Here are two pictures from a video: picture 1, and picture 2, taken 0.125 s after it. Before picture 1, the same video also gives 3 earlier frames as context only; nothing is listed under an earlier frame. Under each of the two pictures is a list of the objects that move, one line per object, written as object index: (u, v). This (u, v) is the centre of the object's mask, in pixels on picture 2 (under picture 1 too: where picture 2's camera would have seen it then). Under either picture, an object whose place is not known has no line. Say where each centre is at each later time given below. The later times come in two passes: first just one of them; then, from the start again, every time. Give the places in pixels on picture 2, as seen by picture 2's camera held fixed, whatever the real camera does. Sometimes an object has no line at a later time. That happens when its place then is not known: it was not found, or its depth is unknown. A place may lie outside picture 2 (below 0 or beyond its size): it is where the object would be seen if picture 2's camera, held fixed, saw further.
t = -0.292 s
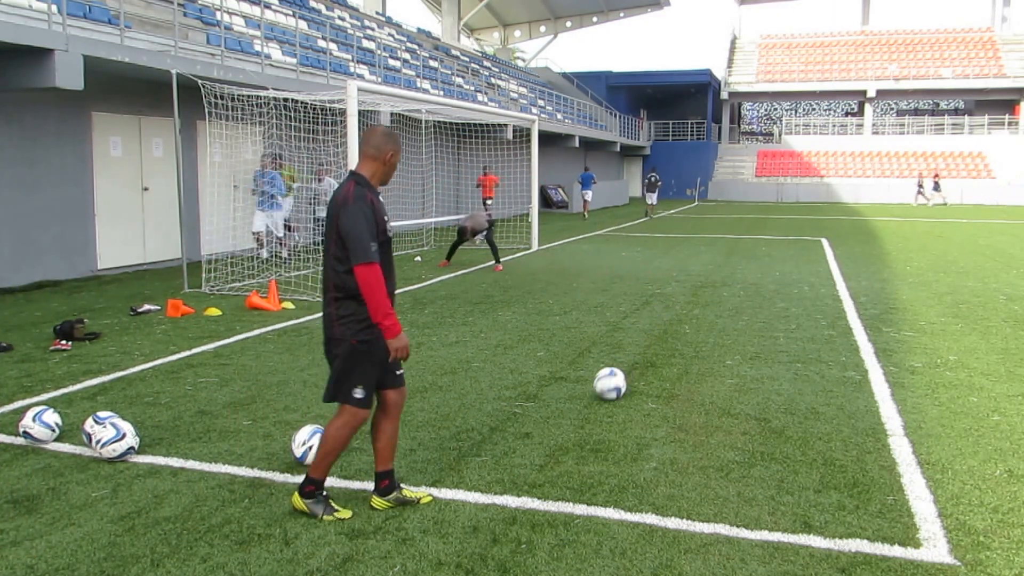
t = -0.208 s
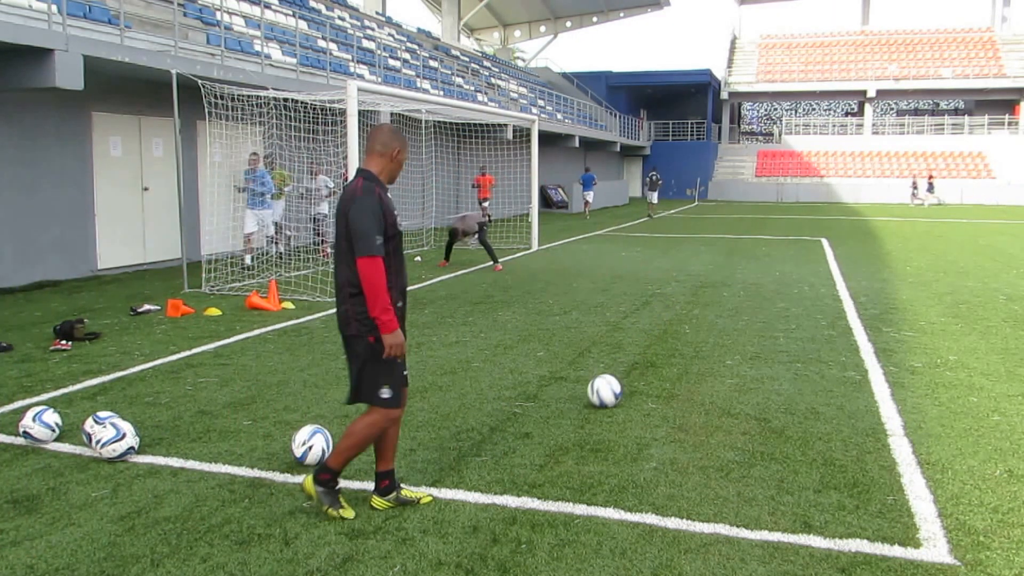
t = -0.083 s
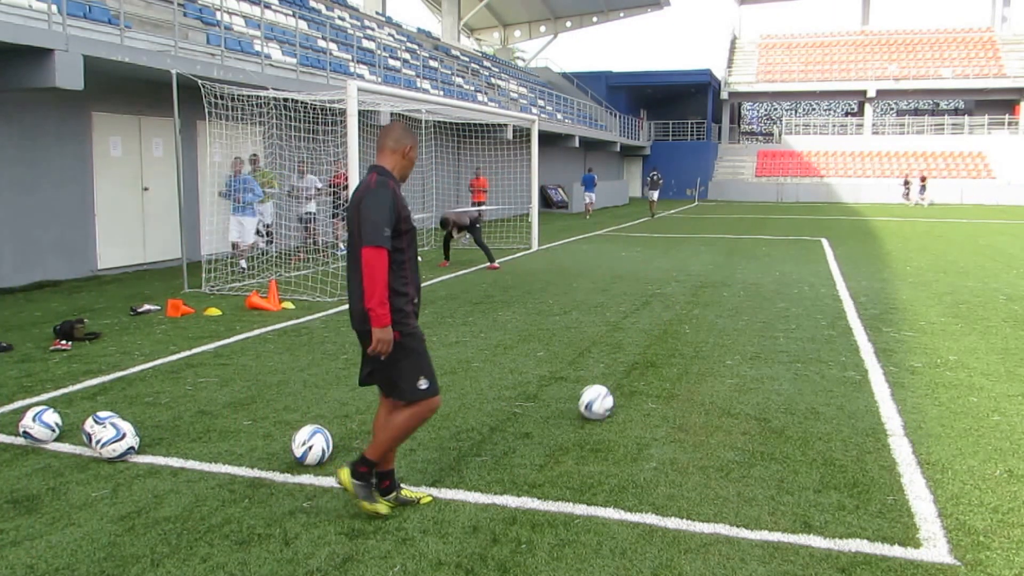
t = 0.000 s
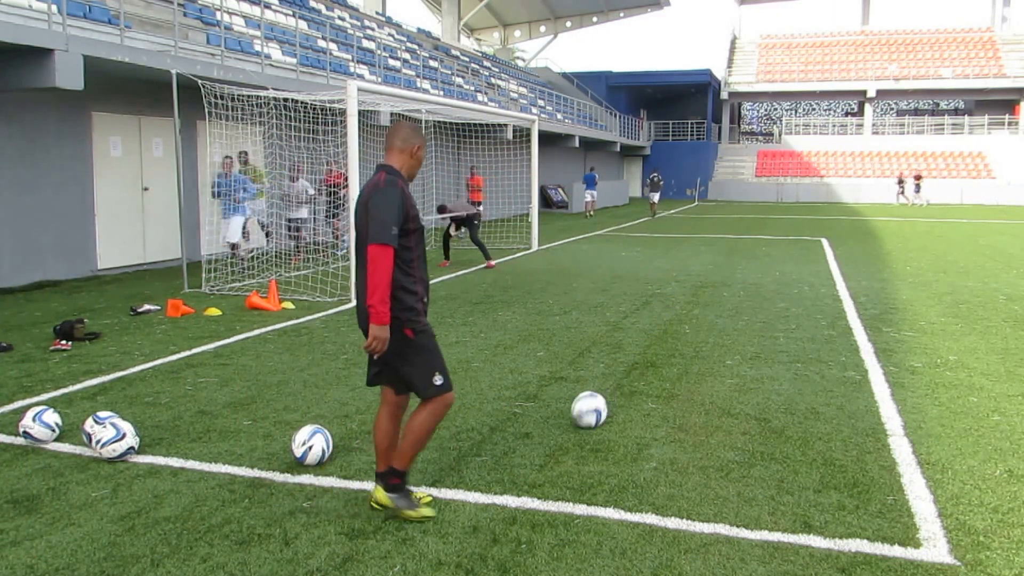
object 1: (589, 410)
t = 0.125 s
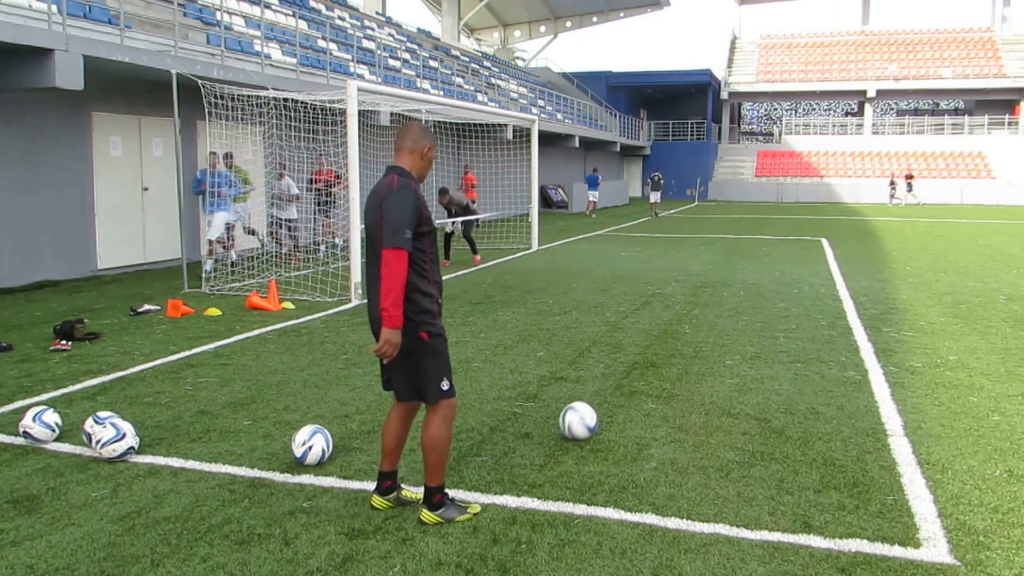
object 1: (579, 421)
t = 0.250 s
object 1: (567, 434)
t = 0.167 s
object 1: (575, 425)
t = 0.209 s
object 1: (571, 429)
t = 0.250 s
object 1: (567, 434)
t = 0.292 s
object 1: (562, 438)
